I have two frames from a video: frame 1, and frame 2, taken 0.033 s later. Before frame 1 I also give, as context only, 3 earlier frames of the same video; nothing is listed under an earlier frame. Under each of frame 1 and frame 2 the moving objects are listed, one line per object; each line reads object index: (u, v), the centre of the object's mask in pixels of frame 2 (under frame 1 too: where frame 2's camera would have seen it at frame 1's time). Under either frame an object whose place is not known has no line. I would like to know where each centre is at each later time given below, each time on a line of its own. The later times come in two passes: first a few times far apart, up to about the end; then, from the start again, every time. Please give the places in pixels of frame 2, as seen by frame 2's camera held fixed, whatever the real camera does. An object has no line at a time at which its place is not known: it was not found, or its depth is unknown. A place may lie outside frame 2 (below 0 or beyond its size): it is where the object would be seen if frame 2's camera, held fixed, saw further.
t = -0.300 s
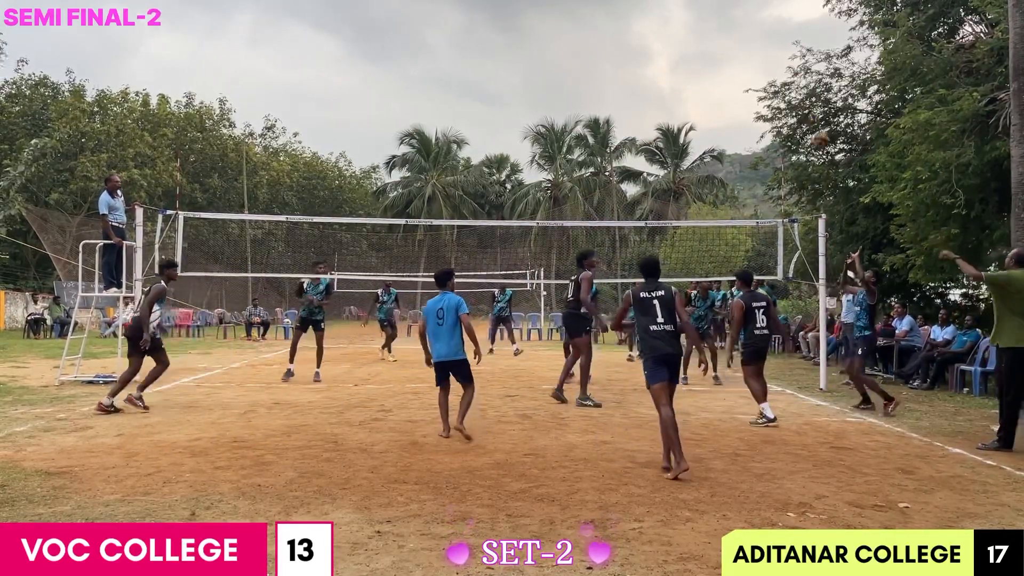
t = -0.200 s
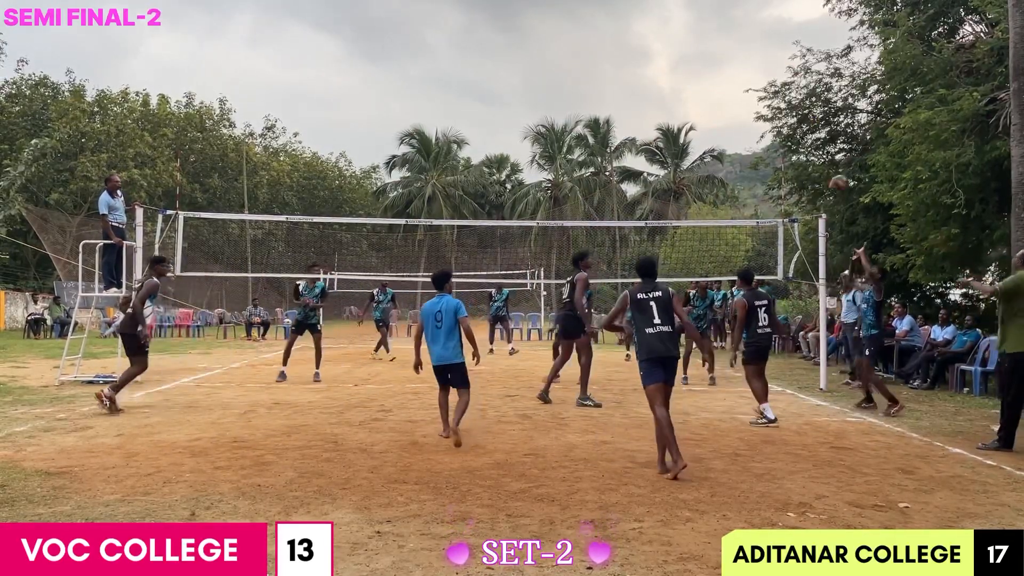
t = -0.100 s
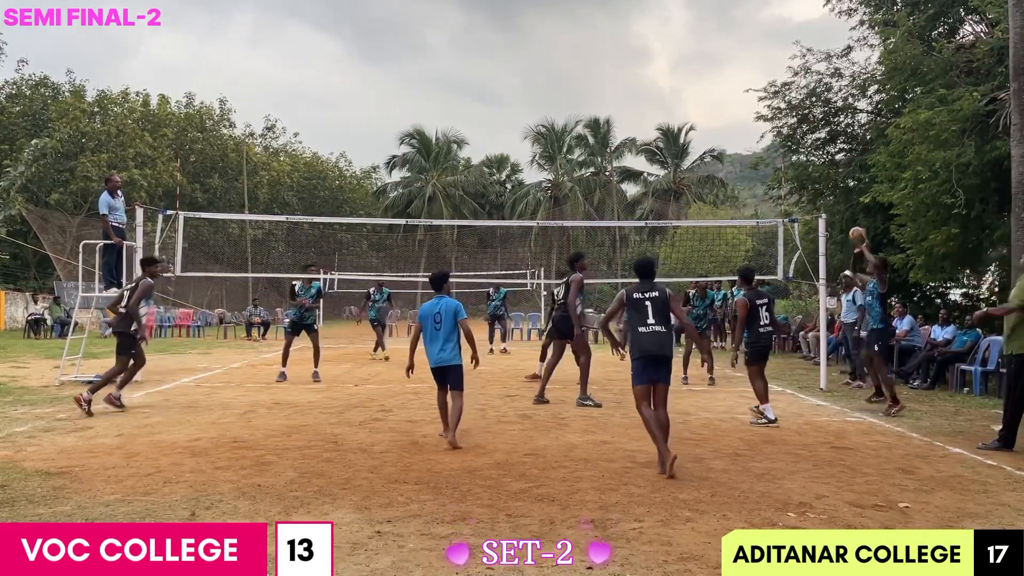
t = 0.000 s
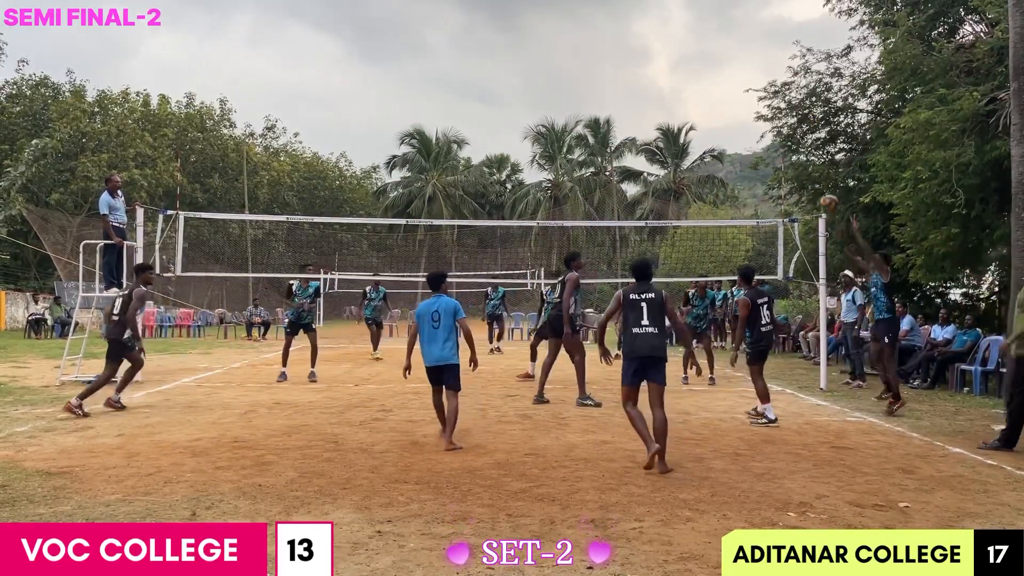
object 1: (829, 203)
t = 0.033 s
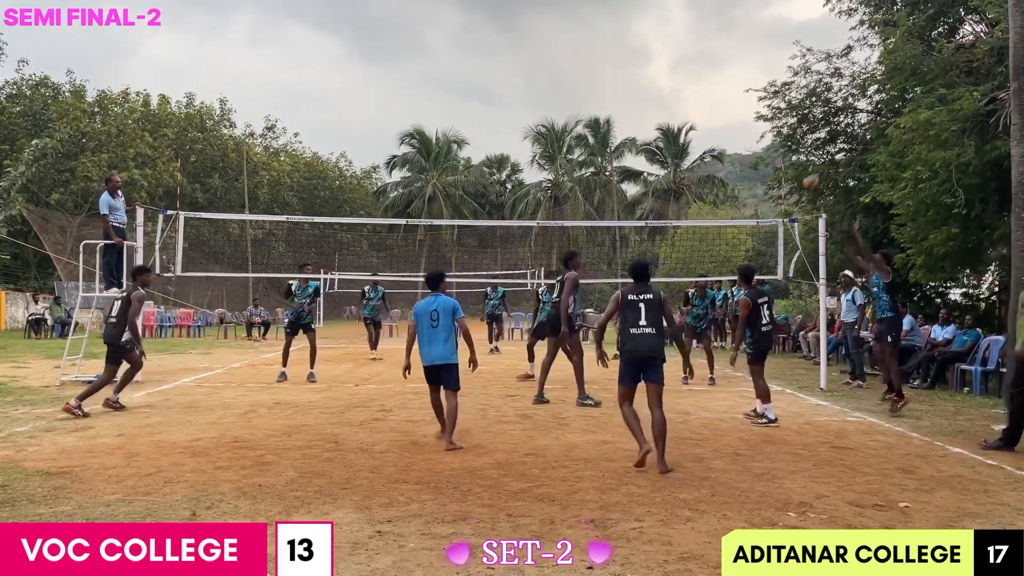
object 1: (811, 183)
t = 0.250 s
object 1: (709, 86)
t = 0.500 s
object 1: (604, 26)
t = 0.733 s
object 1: (517, 14)
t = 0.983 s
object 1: (435, 41)
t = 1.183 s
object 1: (376, 92)
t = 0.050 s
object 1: (803, 174)
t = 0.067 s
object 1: (794, 166)
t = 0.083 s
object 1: (787, 157)
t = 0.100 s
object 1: (780, 151)
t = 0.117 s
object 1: (771, 141)
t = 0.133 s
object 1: (762, 133)
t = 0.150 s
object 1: (755, 125)
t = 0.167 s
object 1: (746, 118)
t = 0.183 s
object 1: (739, 111)
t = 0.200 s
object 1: (731, 104)
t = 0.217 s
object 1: (723, 98)
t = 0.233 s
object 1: (716, 91)
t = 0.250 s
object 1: (709, 86)
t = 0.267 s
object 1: (701, 80)
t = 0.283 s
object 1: (694, 75)
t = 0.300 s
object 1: (686, 69)
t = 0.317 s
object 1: (679, 65)
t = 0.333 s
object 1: (672, 60)
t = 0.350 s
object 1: (665, 55)
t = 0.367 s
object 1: (658, 51)
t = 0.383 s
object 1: (651, 47)
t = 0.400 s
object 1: (644, 43)
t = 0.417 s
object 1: (637, 40)
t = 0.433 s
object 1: (630, 37)
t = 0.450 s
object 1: (623, 34)
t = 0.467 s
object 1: (617, 31)
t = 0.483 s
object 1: (610, 28)
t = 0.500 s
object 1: (604, 26)
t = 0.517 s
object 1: (597, 24)
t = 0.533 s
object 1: (591, 22)
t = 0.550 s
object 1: (584, 20)
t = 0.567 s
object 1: (578, 18)
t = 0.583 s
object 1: (572, 17)
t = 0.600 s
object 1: (565, 16)
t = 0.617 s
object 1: (559, 15)
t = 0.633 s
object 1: (553, 14)
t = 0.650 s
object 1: (547, 14)
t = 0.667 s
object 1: (541, 13)
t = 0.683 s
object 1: (535, 13)
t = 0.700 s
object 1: (529, 13)
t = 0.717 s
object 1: (523, 13)
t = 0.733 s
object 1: (517, 14)
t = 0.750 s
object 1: (511, 14)
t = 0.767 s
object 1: (506, 15)
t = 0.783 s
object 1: (499, 16)
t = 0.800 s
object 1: (494, 17)
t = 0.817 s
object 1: (488, 18)
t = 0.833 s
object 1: (483, 20)
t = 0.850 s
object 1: (477, 22)
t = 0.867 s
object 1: (472, 24)
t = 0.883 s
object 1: (466, 26)
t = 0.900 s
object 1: (461, 28)
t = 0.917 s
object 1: (456, 30)
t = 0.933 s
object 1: (450, 33)
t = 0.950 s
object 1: (445, 35)
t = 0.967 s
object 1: (440, 38)
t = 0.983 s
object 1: (435, 41)
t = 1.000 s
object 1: (429, 45)
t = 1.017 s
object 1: (424, 48)
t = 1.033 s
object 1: (419, 52)
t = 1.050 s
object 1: (414, 56)
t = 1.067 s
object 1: (409, 59)
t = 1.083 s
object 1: (404, 64)
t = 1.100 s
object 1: (400, 68)
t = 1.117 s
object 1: (395, 73)
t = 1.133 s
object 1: (390, 77)
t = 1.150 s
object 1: (385, 82)
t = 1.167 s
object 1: (380, 87)
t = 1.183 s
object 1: (376, 92)
